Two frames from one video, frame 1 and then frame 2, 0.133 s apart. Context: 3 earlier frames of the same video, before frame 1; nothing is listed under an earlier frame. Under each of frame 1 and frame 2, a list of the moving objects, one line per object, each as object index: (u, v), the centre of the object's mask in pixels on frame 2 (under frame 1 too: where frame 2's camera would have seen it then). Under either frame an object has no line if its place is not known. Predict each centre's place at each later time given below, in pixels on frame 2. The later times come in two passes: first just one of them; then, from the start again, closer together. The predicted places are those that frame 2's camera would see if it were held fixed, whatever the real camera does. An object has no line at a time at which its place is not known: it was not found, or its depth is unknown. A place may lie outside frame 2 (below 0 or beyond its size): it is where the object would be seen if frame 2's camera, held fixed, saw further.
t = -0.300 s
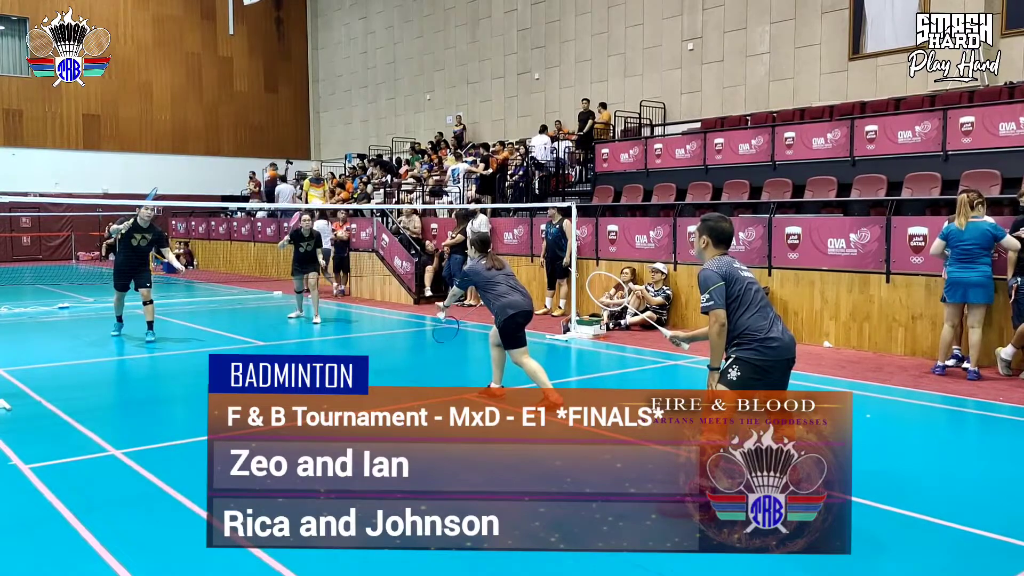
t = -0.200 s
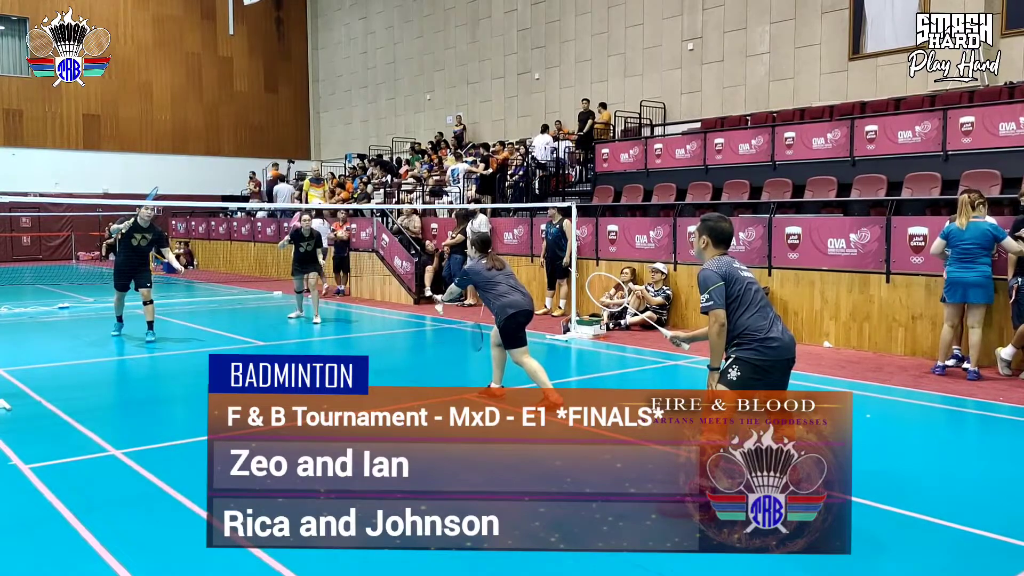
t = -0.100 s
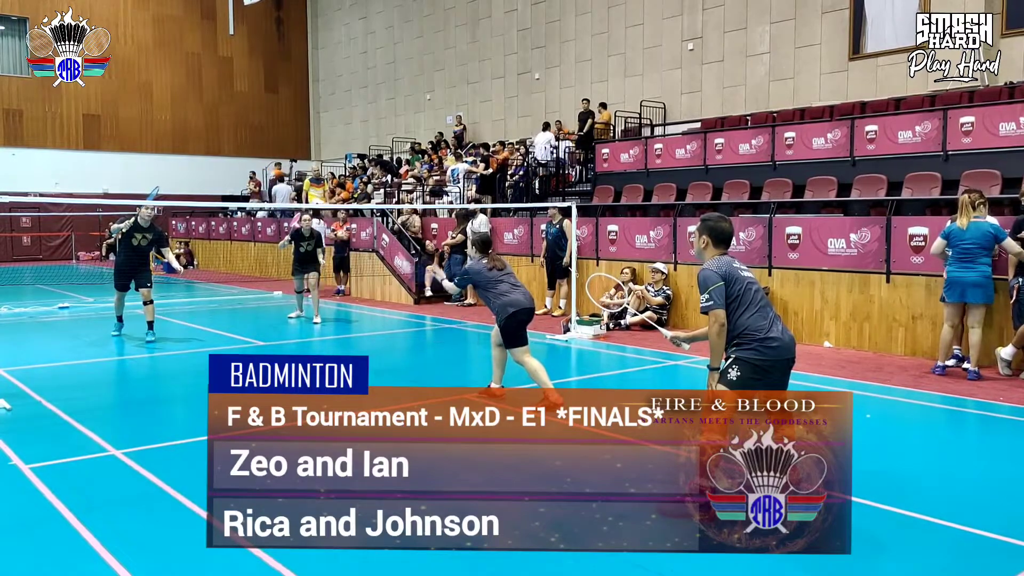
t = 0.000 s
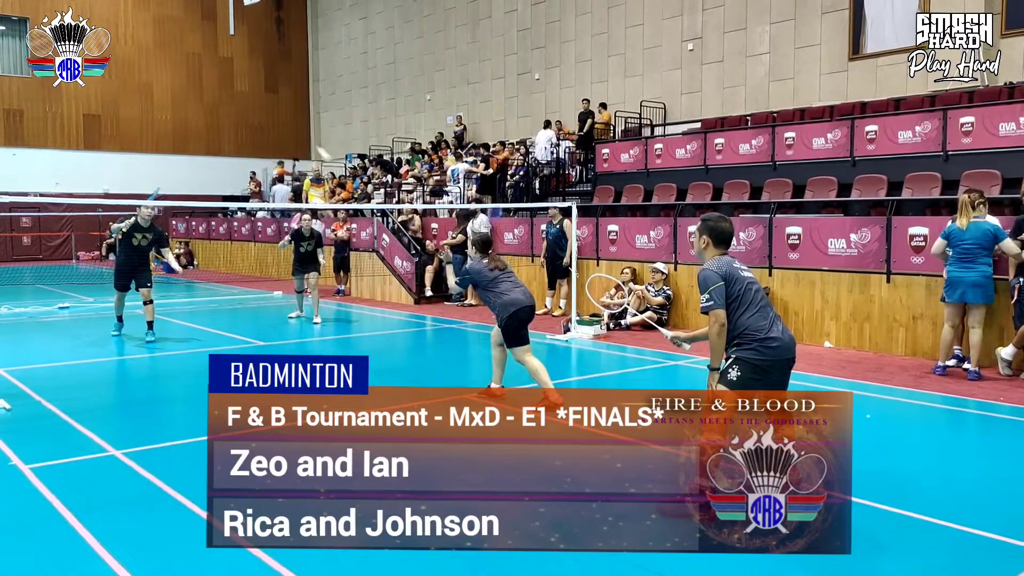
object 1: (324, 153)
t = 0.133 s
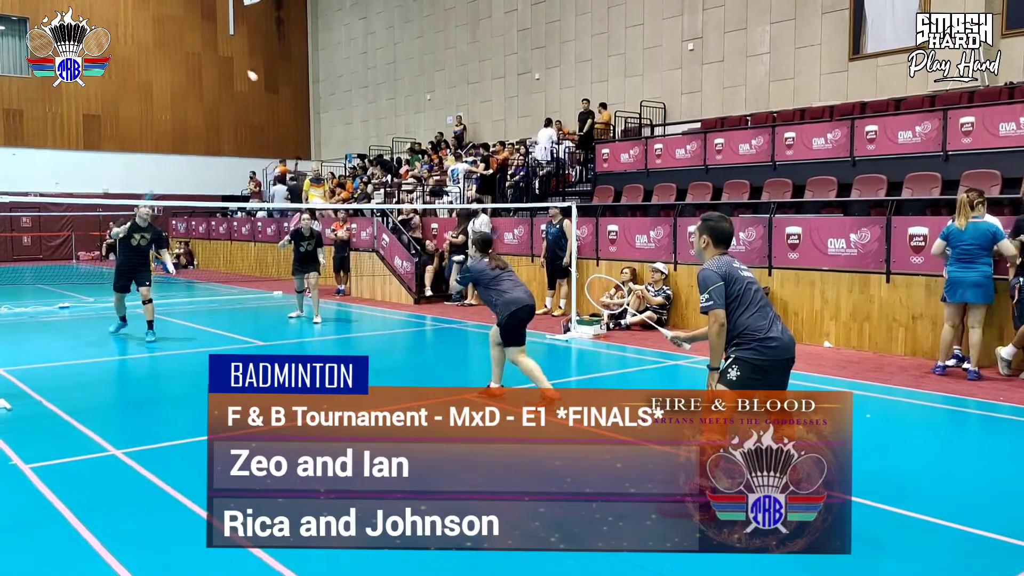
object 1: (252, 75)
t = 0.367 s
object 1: (179, 21)
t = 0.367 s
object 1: (179, 21)
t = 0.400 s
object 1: (171, 19)
